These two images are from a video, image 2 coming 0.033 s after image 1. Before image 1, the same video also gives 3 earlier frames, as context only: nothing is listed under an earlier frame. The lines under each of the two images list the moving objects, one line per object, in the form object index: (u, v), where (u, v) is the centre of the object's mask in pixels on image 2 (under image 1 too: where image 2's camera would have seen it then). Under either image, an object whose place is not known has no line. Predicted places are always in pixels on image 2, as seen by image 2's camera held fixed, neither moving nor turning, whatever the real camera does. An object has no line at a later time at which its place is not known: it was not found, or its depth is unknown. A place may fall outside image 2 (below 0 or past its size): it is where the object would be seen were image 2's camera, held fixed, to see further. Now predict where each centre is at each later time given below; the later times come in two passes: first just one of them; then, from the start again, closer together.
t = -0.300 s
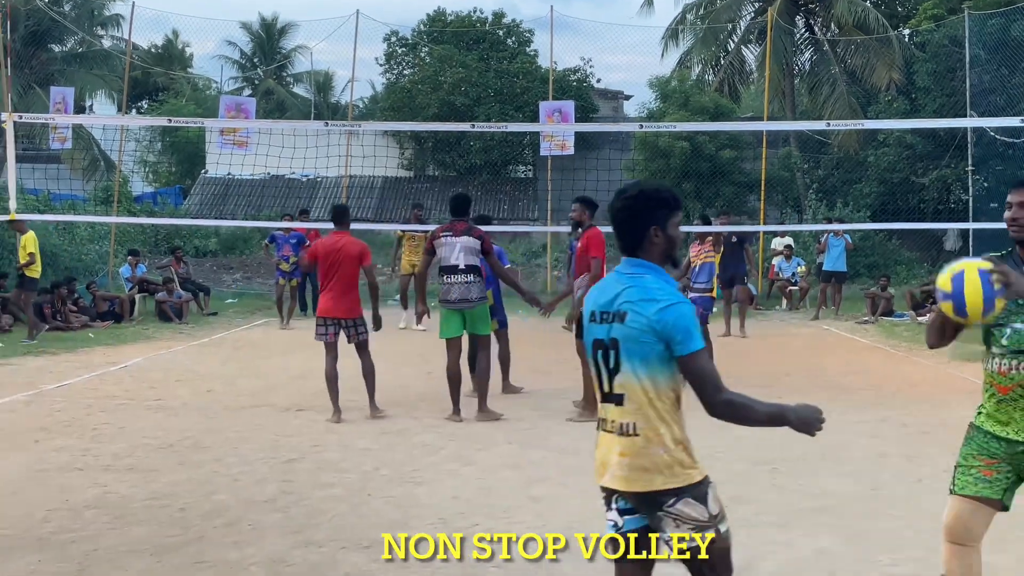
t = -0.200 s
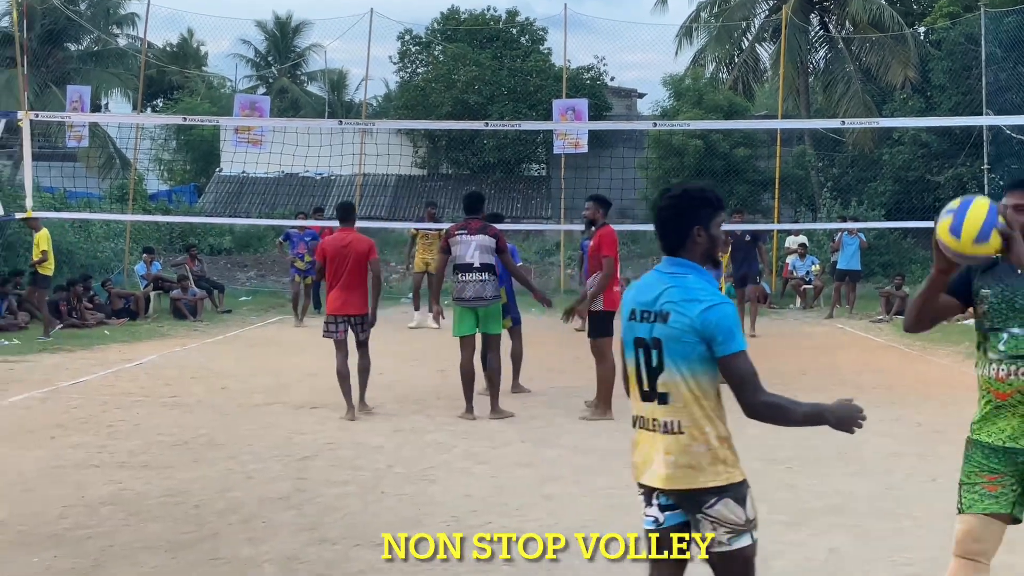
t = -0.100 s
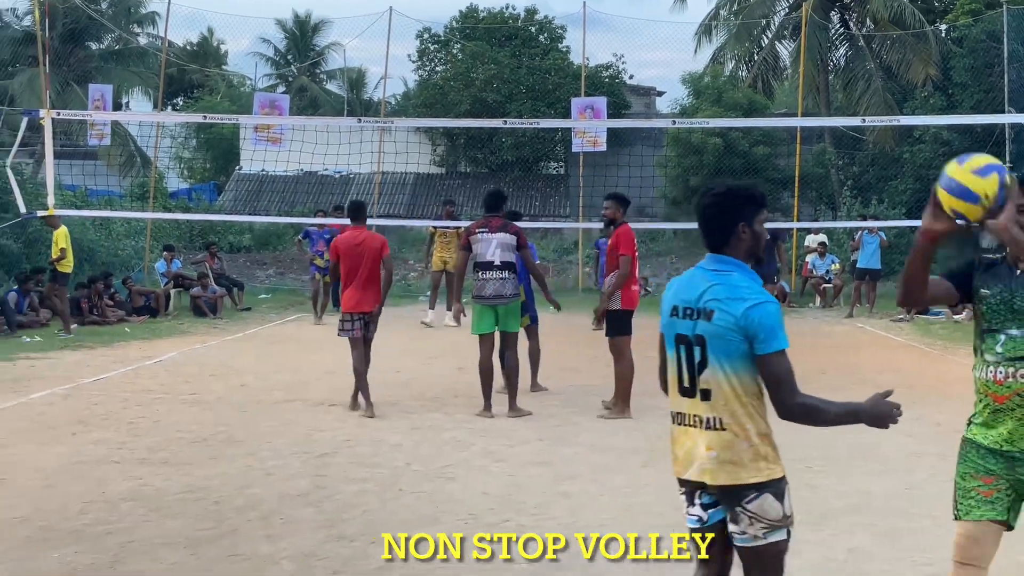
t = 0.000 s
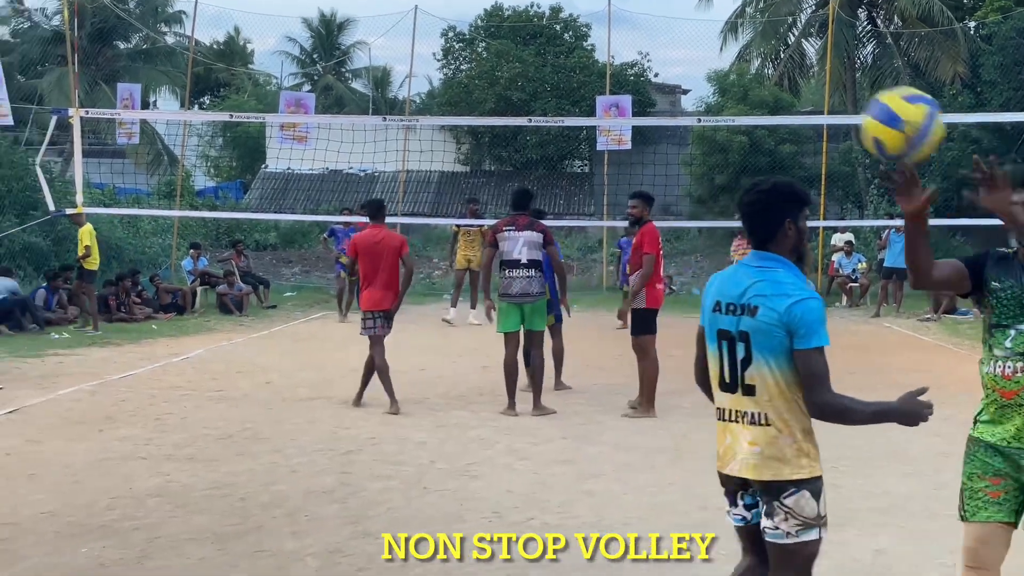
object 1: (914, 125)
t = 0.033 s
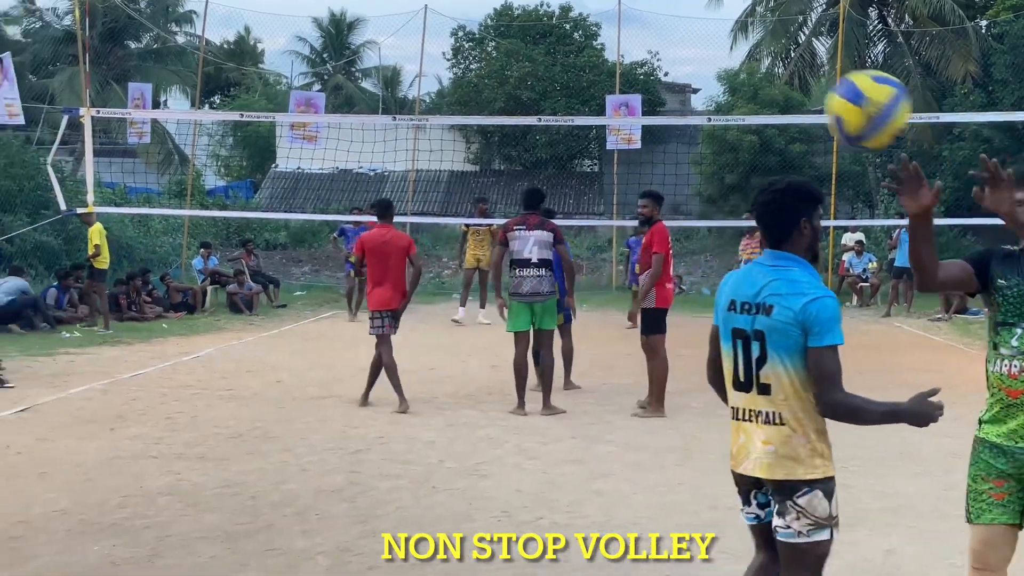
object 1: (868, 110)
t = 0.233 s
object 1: (522, 104)
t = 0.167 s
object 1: (652, 88)
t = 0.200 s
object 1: (588, 93)
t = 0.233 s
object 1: (522, 104)
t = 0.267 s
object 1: (451, 119)
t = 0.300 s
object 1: (373, 142)
